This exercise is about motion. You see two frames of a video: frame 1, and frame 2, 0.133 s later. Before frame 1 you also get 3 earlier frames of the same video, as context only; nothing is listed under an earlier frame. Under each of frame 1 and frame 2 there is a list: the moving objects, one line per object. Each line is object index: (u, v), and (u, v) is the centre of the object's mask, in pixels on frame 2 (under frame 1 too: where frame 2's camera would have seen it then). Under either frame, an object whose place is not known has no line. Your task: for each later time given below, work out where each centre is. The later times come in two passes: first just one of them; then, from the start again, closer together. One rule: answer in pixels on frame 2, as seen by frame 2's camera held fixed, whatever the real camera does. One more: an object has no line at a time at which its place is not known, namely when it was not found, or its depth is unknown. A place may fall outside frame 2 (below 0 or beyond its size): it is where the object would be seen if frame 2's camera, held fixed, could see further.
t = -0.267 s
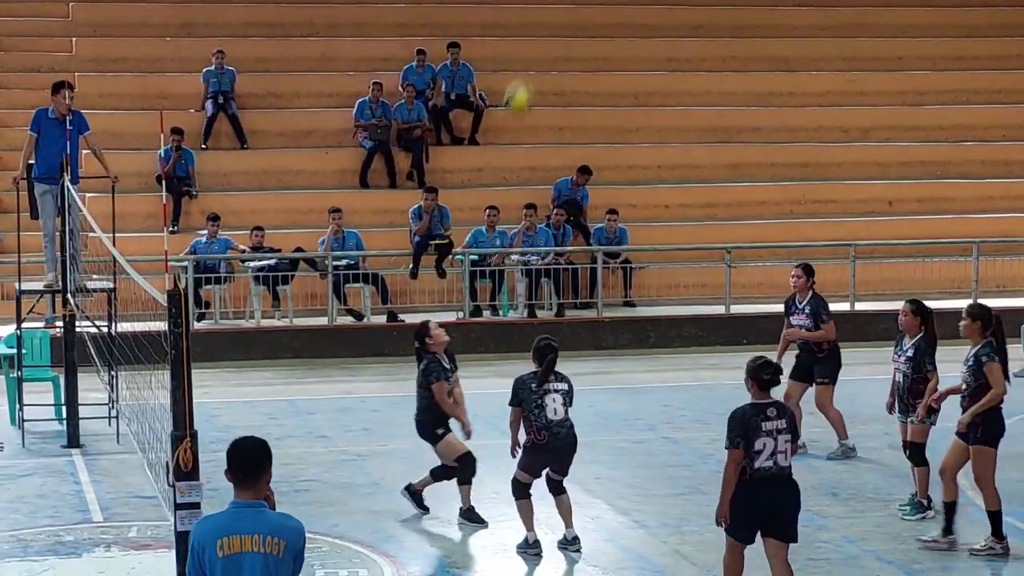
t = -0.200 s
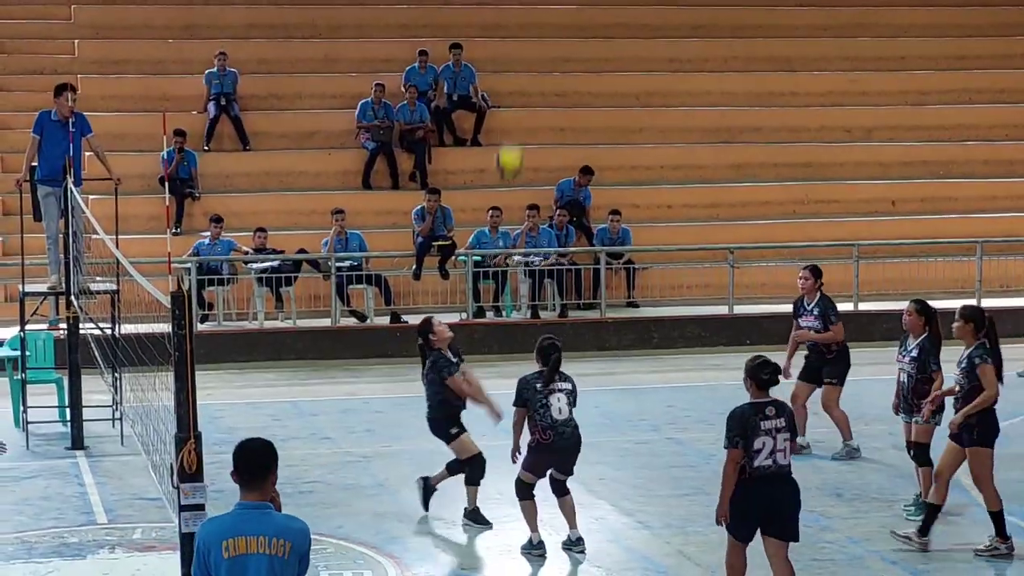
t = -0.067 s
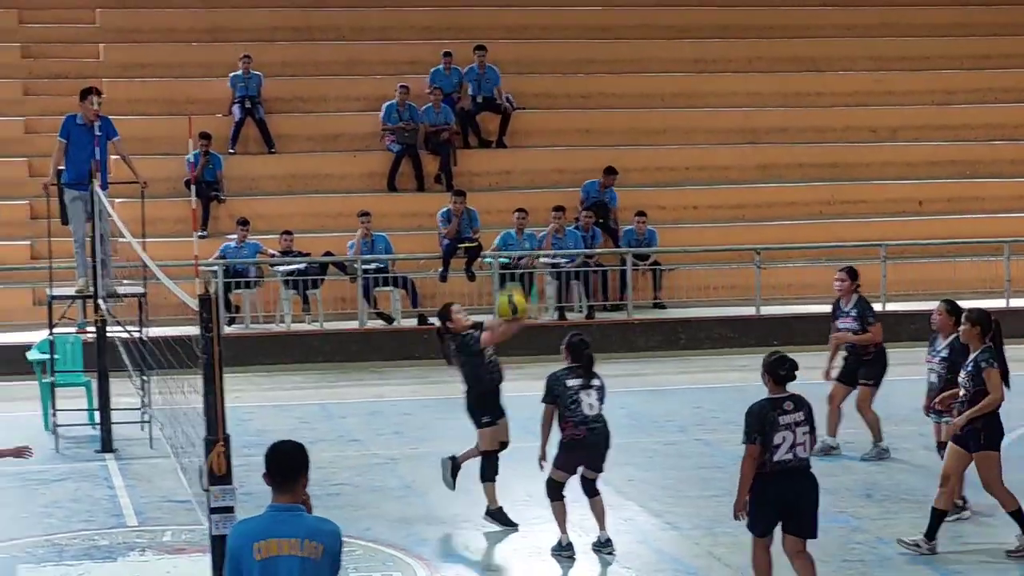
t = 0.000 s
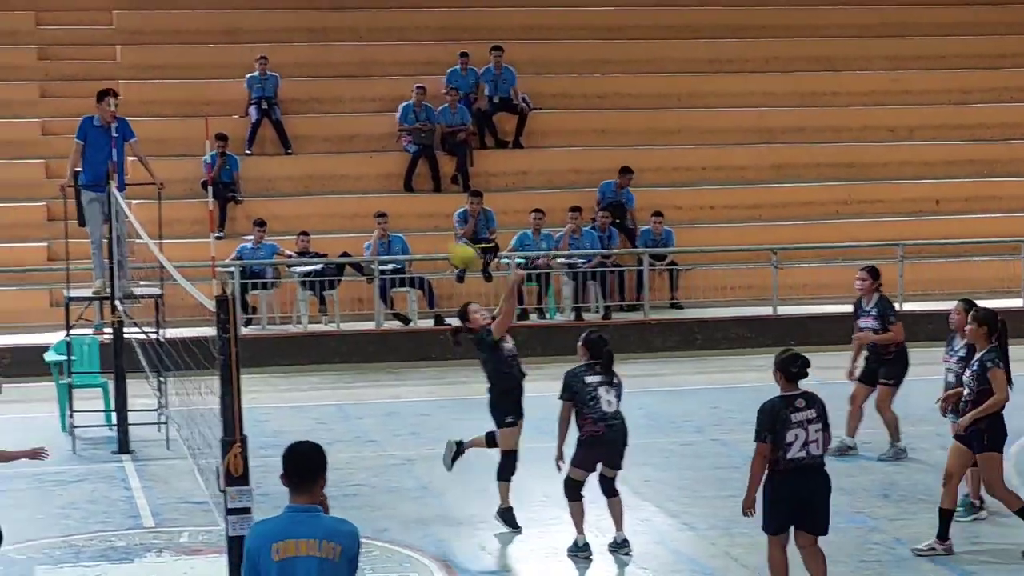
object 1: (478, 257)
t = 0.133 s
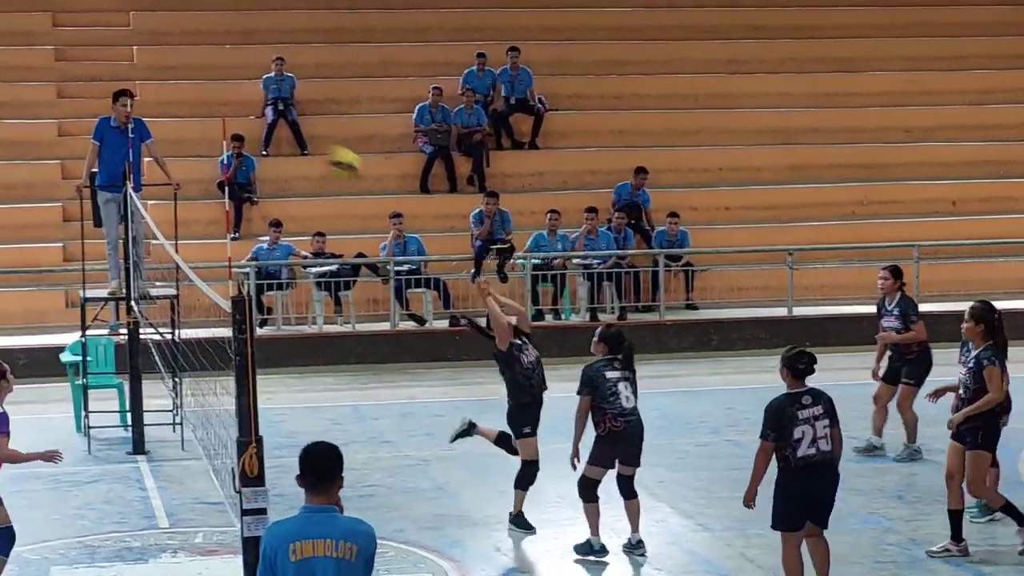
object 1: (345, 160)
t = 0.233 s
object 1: (238, 109)
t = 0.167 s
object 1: (308, 143)
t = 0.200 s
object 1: (276, 126)
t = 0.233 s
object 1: (238, 109)
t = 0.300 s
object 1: (167, 79)
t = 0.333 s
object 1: (132, 69)
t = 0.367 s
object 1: (94, 59)
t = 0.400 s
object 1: (57, 50)
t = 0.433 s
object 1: (17, 44)
